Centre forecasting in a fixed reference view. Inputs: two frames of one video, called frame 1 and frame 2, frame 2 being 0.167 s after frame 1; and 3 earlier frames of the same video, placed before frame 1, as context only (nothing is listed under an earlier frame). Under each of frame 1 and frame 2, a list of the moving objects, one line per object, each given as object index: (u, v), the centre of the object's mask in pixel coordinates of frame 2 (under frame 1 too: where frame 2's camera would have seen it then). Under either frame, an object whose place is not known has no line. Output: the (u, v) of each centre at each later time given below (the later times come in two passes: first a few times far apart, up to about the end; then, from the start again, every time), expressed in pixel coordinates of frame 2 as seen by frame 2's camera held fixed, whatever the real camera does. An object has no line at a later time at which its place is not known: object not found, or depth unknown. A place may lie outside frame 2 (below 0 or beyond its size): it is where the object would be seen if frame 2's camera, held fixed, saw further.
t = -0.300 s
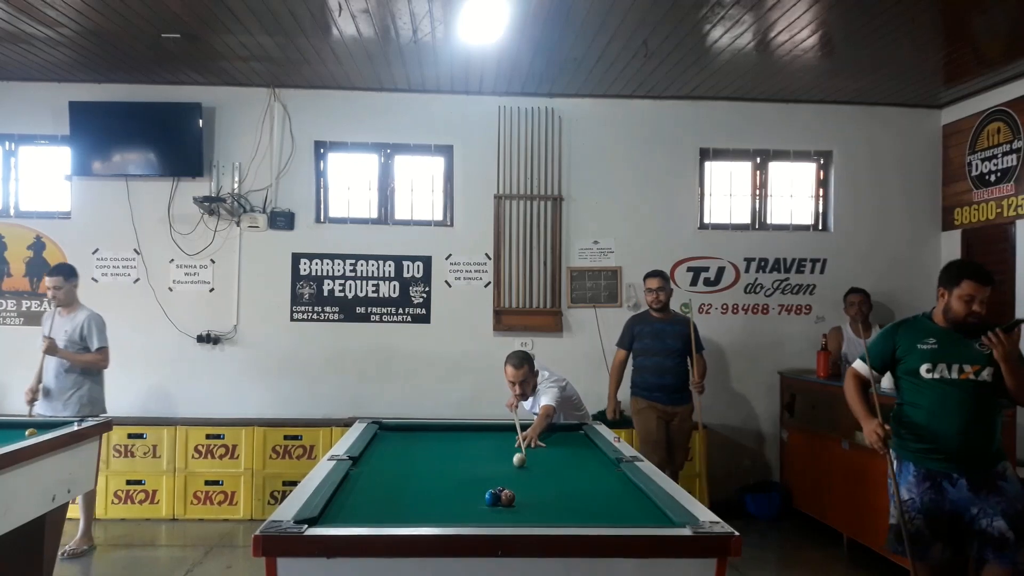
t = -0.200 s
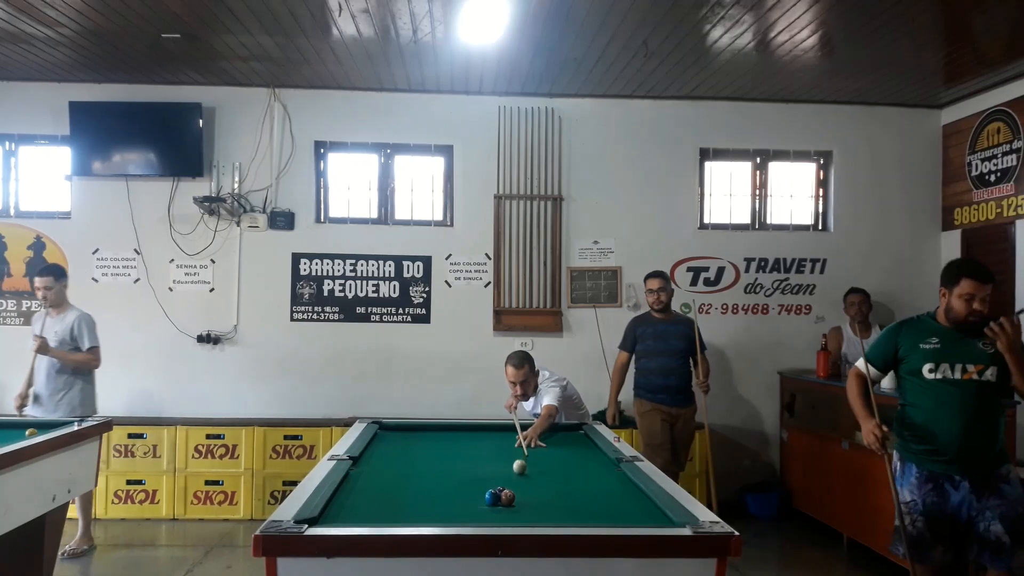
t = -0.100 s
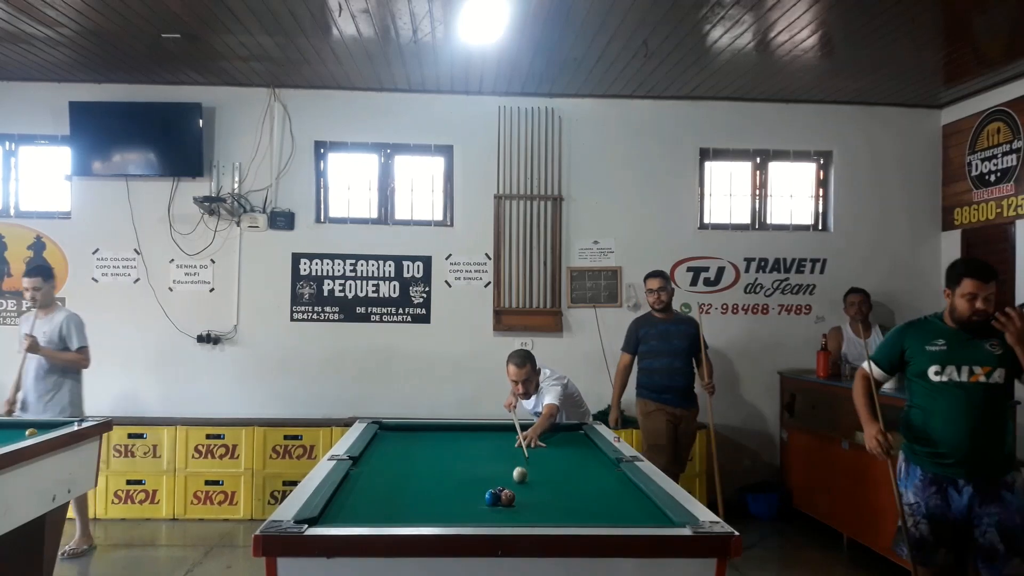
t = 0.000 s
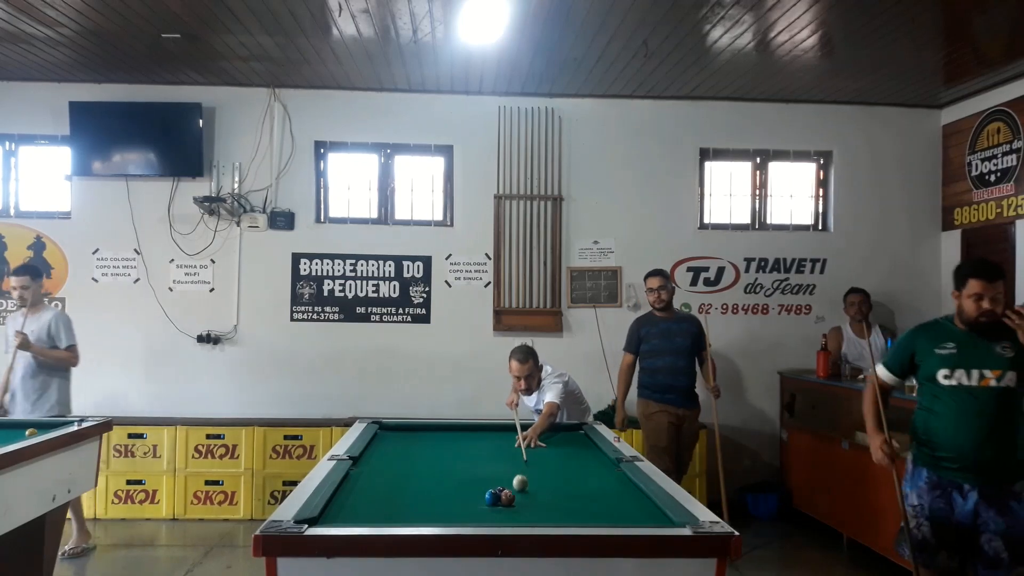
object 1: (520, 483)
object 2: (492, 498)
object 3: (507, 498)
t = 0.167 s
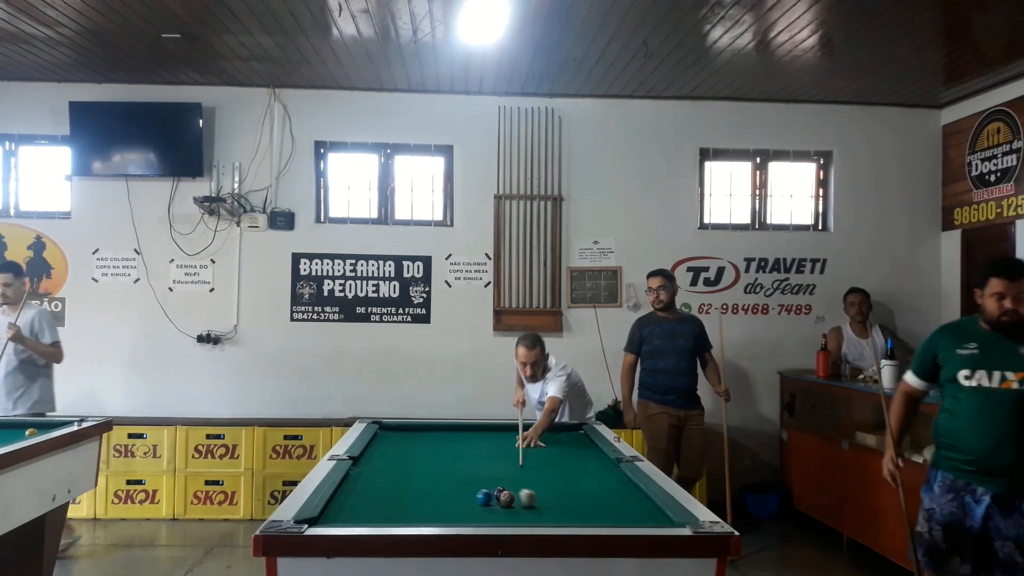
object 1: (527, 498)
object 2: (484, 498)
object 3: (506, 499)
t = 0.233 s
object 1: (537, 503)
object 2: (474, 498)
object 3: (506, 500)
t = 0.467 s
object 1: (579, 519)
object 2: (441, 498)
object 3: (507, 505)
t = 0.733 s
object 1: (612, 508)
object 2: (405, 498)
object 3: (506, 511)
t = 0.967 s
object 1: (635, 497)
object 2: (375, 498)
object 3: (504, 515)
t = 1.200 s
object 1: (622, 488)
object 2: (348, 498)
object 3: (503, 517)
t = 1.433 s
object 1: (601, 480)
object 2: (348, 498)
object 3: (502, 519)
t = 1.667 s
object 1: (581, 474)
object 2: (362, 498)
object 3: (501, 519)
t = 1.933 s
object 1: (562, 467)
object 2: (377, 498)
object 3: (500, 518)
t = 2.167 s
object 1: (547, 463)
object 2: (388, 498)
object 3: (499, 518)
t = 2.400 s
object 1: (534, 458)
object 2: (397, 498)
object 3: (498, 518)
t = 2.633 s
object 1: (522, 454)
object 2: (403, 499)
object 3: (498, 518)
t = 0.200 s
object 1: (532, 500)
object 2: (479, 498)
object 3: (506, 499)
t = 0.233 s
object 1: (537, 503)
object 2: (474, 498)
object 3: (506, 500)
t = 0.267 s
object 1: (543, 506)
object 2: (469, 498)
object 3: (506, 501)
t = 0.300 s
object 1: (549, 509)
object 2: (465, 498)
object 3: (506, 502)
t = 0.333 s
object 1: (554, 511)
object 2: (460, 498)
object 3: (506, 502)
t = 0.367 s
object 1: (560, 513)
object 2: (455, 498)
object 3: (507, 503)
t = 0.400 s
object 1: (566, 516)
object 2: (450, 498)
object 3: (506, 504)
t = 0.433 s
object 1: (572, 518)
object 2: (445, 498)
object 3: (507, 505)
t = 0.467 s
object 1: (579, 519)
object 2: (441, 498)
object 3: (507, 505)
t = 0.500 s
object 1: (584, 518)
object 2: (436, 498)
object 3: (507, 506)
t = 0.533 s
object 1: (588, 517)
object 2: (432, 498)
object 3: (507, 506)
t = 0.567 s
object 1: (593, 516)
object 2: (427, 498)
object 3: (507, 507)
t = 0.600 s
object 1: (596, 514)
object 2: (422, 498)
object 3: (506, 508)
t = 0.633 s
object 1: (600, 513)
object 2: (418, 498)
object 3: (506, 509)
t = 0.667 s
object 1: (604, 511)
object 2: (414, 498)
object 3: (506, 509)
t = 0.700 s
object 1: (608, 510)
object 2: (409, 498)
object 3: (506, 510)
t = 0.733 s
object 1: (612, 508)
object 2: (405, 498)
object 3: (506, 511)
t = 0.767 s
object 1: (615, 507)
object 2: (400, 498)
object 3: (505, 511)
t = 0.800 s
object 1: (619, 505)
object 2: (396, 498)
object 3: (505, 512)
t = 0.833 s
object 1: (622, 504)
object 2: (392, 498)
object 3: (505, 512)
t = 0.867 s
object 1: (626, 502)
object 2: (388, 498)
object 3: (505, 513)
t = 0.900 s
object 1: (629, 500)
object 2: (384, 498)
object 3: (505, 514)
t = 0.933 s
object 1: (632, 499)
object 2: (379, 498)
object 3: (505, 514)
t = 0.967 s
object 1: (635, 497)
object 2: (375, 498)
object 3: (504, 515)
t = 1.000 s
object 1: (638, 496)
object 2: (371, 498)
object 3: (504, 515)
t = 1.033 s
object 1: (640, 494)
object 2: (367, 498)
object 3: (505, 515)
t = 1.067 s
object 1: (636, 493)
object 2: (363, 498)
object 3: (504, 516)
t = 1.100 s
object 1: (633, 492)
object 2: (359, 498)
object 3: (504, 516)
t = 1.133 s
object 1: (629, 491)
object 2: (355, 498)
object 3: (504, 516)
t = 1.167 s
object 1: (626, 489)
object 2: (352, 498)
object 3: (504, 517)
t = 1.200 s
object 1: (622, 488)
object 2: (348, 498)
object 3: (503, 517)
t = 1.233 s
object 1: (619, 487)
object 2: (344, 498)
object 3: (504, 517)
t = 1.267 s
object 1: (616, 486)
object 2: (340, 498)
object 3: (503, 518)
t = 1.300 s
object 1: (613, 485)
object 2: (339, 498)
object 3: (503, 518)
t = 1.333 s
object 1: (610, 484)
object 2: (341, 498)
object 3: (503, 518)
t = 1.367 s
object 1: (607, 483)
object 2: (343, 498)
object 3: (503, 519)
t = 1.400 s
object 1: (604, 482)
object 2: (346, 498)
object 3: (503, 519)
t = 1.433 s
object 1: (601, 480)
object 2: (348, 498)
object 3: (502, 519)
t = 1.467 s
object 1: (598, 479)
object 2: (350, 498)
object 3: (502, 519)
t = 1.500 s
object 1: (595, 479)
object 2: (353, 498)
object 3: (502, 520)
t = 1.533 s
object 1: (592, 478)
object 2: (354, 498)
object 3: (502, 520)
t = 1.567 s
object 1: (590, 477)
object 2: (356, 498)
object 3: (502, 520)
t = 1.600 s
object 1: (587, 476)
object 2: (358, 498)
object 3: (501, 519)
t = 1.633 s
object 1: (584, 475)
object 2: (360, 498)
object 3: (501, 519)
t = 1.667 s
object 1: (581, 474)
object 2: (362, 498)
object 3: (501, 519)
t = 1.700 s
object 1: (579, 473)
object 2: (364, 498)
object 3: (501, 519)
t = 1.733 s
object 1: (576, 472)
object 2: (366, 498)
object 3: (500, 519)
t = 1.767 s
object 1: (574, 471)
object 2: (368, 498)
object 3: (501, 519)
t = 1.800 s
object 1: (572, 471)
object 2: (370, 498)
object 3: (501, 519)
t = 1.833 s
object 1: (569, 470)
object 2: (372, 498)
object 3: (500, 519)
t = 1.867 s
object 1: (567, 469)
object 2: (374, 498)
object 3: (500, 519)
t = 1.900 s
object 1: (565, 468)
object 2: (375, 498)
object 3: (500, 518)
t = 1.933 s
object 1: (562, 467)
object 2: (377, 498)
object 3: (500, 518)
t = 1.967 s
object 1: (560, 467)
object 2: (379, 498)
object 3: (500, 518)
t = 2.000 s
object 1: (558, 466)
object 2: (380, 498)
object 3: (500, 518)
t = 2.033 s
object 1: (556, 465)
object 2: (382, 498)
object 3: (499, 518)
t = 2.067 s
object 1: (554, 465)
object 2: (383, 498)
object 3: (499, 518)
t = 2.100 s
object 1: (551, 464)
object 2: (385, 499)
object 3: (499, 518)
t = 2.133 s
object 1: (549, 463)
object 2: (387, 498)
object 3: (499, 518)
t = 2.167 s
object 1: (547, 463)
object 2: (388, 498)
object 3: (499, 518)
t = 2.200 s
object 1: (546, 462)
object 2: (389, 498)
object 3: (498, 518)
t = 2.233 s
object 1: (544, 461)
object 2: (390, 498)
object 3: (498, 518)
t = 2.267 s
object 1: (542, 460)
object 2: (392, 498)
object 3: (498, 518)
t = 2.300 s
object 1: (539, 459)
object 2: (392, 498)
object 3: (498, 517)
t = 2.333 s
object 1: (537, 459)
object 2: (393, 498)
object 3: (497, 517)
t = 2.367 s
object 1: (536, 459)
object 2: (395, 499)
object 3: (498, 519)
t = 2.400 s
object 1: (534, 458)
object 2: (397, 498)
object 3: (498, 518)
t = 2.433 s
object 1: (532, 457)
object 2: (398, 498)
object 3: (498, 518)
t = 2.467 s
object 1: (531, 457)
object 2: (399, 498)
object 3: (498, 518)
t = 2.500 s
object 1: (529, 456)
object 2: (400, 499)
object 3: (498, 518)
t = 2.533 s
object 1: (527, 456)
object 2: (401, 499)
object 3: (498, 518)
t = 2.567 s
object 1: (525, 455)
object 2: (402, 499)
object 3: (498, 518)
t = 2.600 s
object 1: (524, 455)
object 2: (403, 499)
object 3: (498, 518)
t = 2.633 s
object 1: (522, 454)
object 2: (403, 499)
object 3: (498, 518)
